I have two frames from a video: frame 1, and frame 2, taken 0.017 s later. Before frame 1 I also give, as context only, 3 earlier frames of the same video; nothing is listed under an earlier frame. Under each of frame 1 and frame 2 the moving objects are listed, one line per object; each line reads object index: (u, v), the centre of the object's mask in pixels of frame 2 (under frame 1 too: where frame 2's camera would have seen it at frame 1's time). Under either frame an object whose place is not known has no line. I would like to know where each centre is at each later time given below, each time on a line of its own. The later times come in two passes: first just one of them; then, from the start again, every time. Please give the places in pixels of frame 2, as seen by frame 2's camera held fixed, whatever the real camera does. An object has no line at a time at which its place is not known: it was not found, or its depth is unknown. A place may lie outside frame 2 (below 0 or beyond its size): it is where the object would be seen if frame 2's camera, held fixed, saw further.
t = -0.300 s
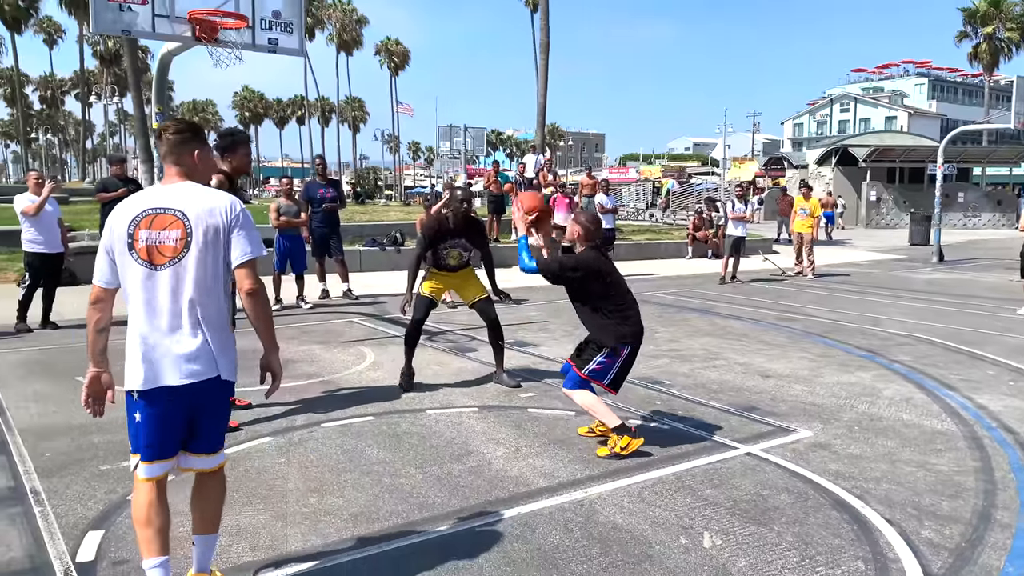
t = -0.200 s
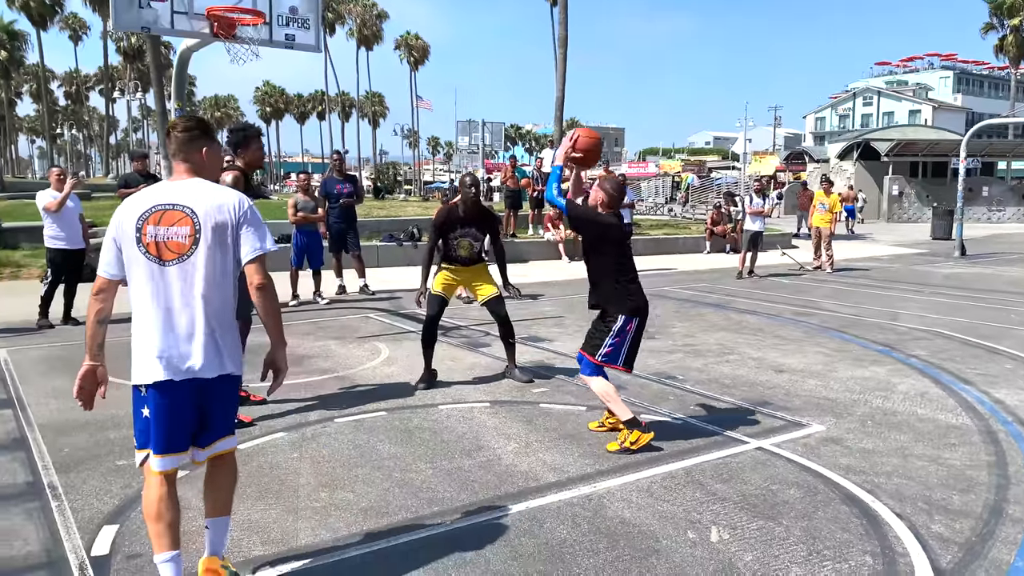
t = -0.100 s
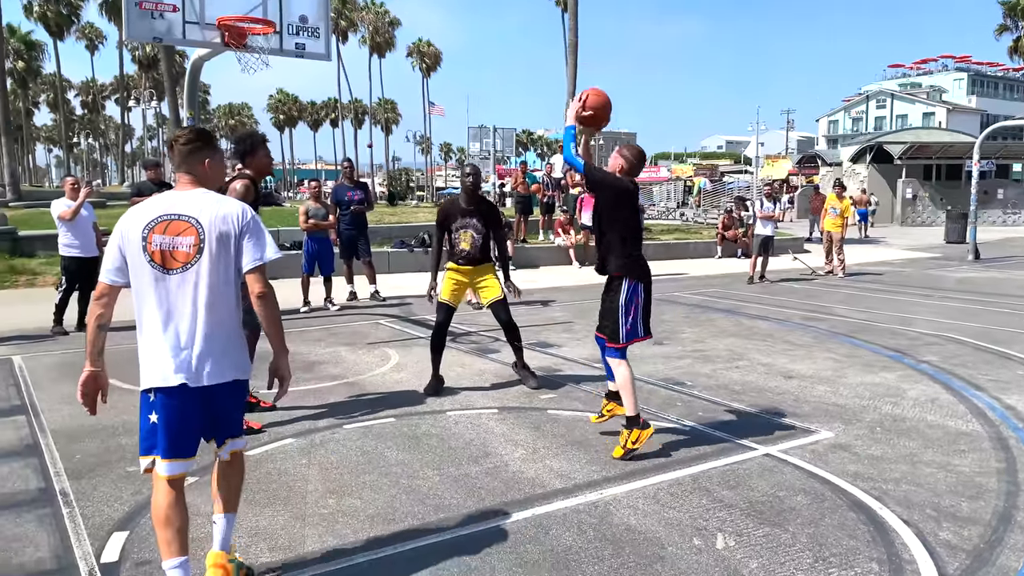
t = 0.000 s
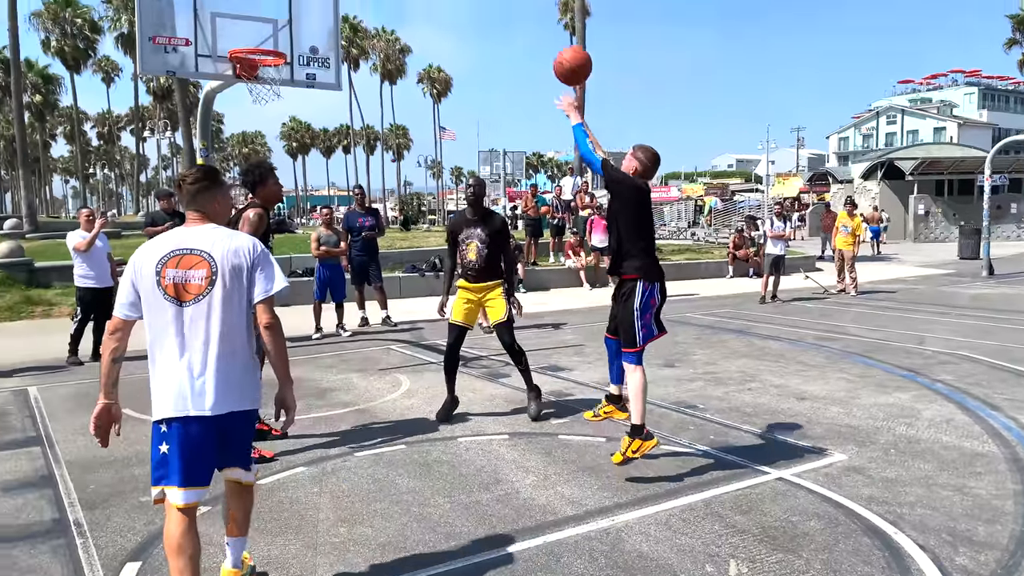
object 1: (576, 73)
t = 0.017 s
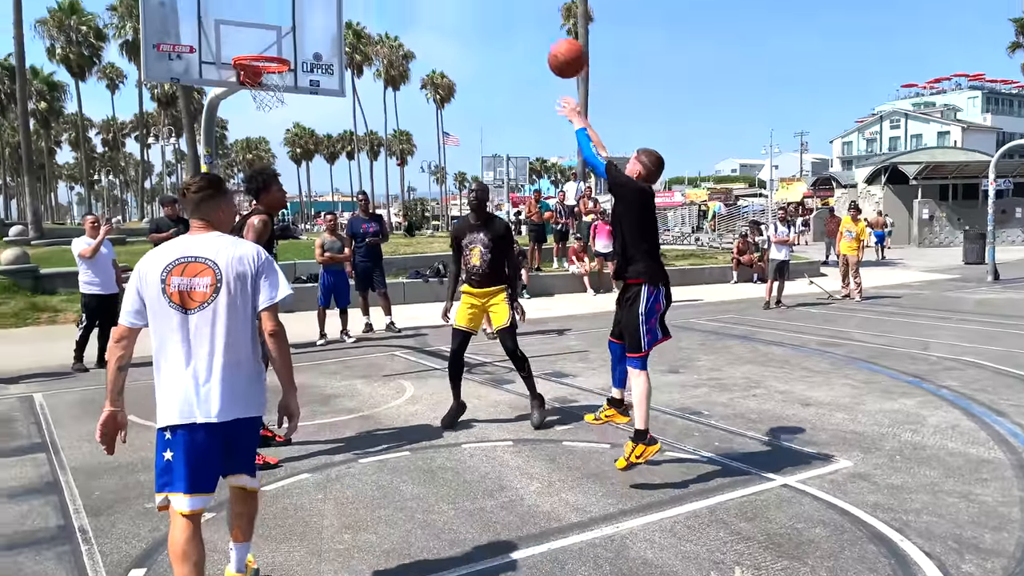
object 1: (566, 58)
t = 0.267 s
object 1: (456, -70)
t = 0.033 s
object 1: (560, 46)
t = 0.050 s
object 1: (551, 34)
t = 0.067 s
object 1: (543, 23)
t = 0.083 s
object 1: (535, 12)
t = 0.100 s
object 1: (527, 1)
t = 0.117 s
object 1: (518, -9)
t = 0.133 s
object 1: (511, -17)
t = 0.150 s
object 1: (503, -26)
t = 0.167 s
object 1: (496, -34)
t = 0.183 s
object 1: (489, -40)
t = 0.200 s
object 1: (482, -47)
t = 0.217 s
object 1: (476, -53)
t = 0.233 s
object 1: (469, -59)
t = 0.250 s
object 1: (462, -66)
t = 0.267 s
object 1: (456, -70)
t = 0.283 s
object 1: (450, -74)
